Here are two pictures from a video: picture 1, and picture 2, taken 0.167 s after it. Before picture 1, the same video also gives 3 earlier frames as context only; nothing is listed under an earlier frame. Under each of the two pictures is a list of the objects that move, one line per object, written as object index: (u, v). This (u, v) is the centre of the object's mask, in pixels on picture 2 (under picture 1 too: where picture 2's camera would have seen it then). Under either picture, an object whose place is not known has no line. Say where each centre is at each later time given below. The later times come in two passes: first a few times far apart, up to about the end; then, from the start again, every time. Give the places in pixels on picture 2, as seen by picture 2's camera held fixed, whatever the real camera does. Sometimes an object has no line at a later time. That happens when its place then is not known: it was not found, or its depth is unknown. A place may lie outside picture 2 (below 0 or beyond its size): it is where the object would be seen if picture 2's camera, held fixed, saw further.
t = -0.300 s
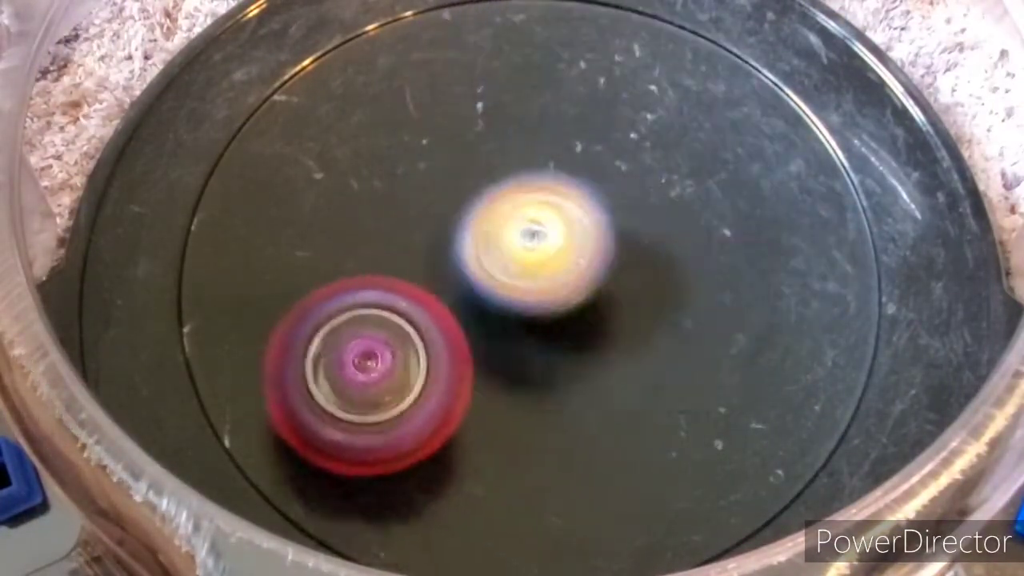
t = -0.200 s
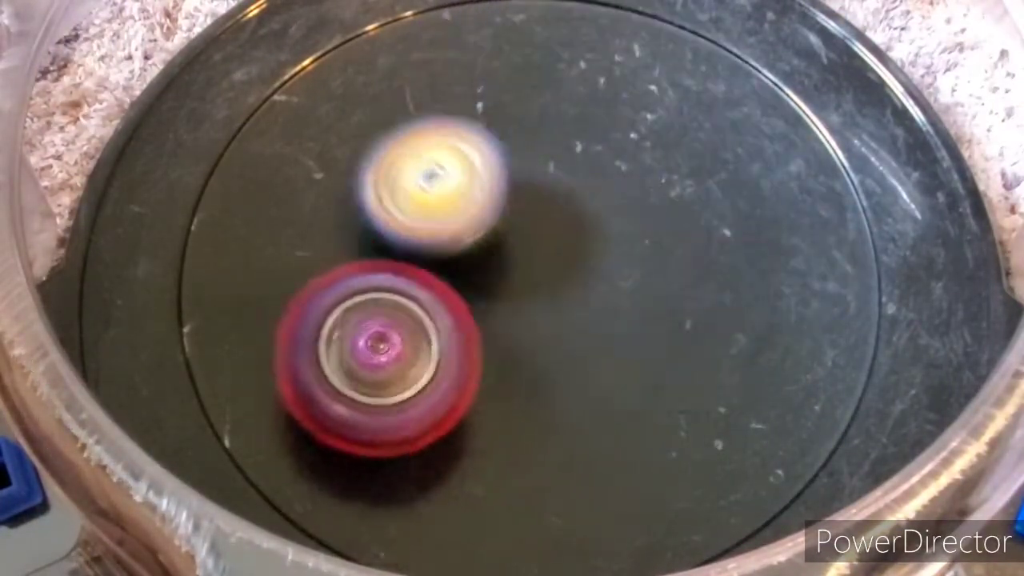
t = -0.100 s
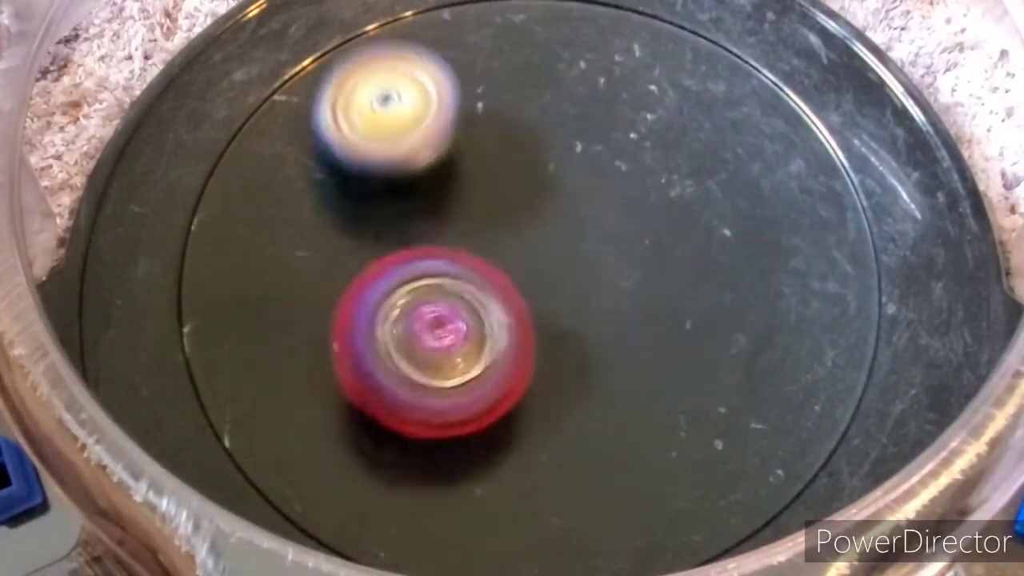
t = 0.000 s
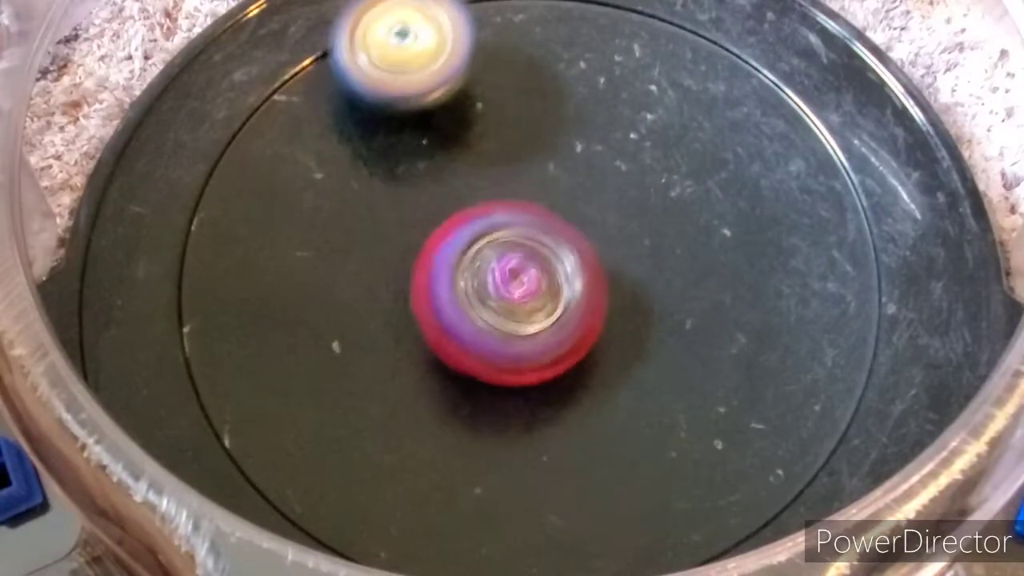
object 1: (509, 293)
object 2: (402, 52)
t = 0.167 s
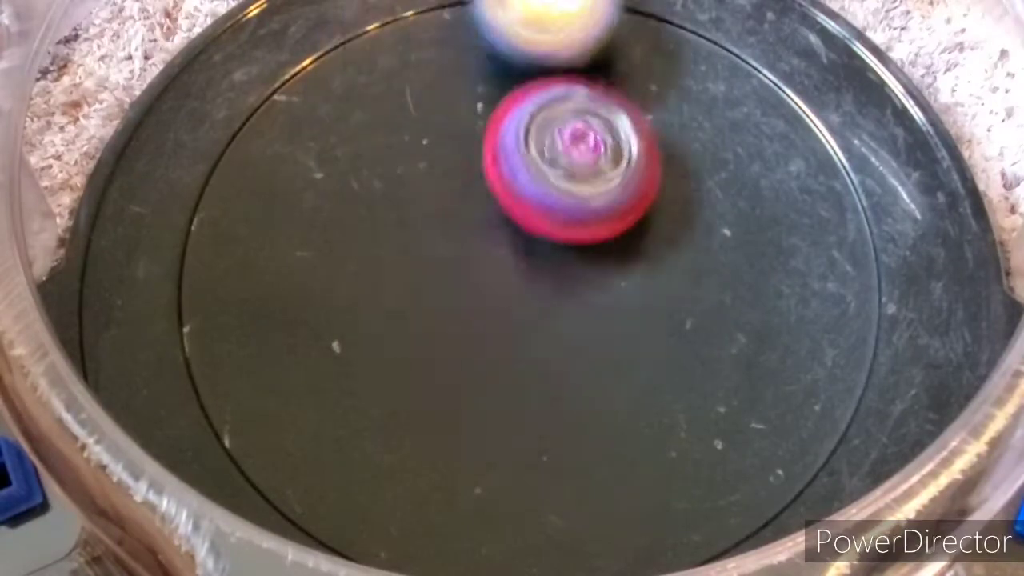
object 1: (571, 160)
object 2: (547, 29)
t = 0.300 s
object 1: (563, 228)
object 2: (687, 16)
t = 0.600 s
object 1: (418, 338)
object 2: (598, 369)
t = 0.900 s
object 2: (485, 461)
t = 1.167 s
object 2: (397, 510)
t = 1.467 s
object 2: (521, 414)
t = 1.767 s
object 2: (381, 404)
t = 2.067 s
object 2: (545, 113)
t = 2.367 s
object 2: (812, 272)
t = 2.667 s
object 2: (383, 428)
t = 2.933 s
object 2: (336, 108)
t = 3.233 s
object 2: (710, 70)
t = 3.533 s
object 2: (679, 433)
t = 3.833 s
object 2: (250, 312)
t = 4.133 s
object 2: (438, 39)
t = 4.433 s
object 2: (794, 174)
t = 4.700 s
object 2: (638, 484)
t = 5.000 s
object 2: (255, 282)
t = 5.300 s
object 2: (467, 31)
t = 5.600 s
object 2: (792, 168)
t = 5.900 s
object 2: (562, 485)
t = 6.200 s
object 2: (235, 250)
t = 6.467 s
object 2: (457, 41)
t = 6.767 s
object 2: (791, 158)
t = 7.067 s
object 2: (606, 472)
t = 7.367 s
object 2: (252, 268)
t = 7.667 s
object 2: (461, 37)
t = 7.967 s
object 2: (773, 175)
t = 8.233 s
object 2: (647, 463)
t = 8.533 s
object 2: (275, 314)
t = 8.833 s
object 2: (438, 46)
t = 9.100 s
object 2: (729, 98)
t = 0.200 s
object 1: (572, 155)
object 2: (585, 27)
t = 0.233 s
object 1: (573, 177)
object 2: (620, 17)
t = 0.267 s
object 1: (571, 203)
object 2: (656, 14)
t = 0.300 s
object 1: (563, 228)
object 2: (687, 16)
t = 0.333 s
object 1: (552, 252)
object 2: (714, 21)
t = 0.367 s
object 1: (537, 275)
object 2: (732, 32)
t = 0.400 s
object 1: (518, 295)
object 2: (746, 49)
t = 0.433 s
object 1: (497, 309)
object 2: (751, 80)
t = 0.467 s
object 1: (476, 318)
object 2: (745, 139)
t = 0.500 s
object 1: (457, 327)
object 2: (728, 198)
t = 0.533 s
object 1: (440, 333)
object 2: (697, 259)
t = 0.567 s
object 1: (428, 337)
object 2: (651, 318)
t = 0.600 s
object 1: (418, 338)
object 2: (598, 369)
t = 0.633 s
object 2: (599, 411)
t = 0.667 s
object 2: (616, 444)
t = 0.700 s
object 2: (624, 470)
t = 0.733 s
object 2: (621, 488)
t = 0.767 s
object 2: (608, 495)
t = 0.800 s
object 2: (587, 496)
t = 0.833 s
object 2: (559, 493)
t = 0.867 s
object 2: (524, 482)
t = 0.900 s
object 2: (485, 461)
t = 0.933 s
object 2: (445, 436)
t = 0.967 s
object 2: (403, 405)
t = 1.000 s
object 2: (362, 369)
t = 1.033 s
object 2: (345, 393)
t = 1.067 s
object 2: (346, 451)
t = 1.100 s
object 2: (355, 487)
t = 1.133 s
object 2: (373, 502)
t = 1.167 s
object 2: (397, 510)
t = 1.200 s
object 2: (424, 511)
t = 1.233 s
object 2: (451, 503)
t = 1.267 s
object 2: (473, 488)
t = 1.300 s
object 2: (493, 460)
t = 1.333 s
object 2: (509, 429)
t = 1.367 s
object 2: (523, 397)
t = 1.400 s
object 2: (534, 372)
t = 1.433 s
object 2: (528, 391)
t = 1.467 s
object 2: (521, 414)
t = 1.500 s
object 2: (513, 431)
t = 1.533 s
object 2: (504, 446)
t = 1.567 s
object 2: (491, 459)
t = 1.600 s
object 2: (474, 466)
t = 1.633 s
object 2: (455, 468)
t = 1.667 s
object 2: (433, 464)
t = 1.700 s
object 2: (412, 452)
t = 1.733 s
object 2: (393, 432)
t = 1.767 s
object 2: (381, 404)
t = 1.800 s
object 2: (377, 371)
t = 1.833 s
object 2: (382, 334)
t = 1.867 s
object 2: (397, 297)
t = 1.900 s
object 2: (416, 260)
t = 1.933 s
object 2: (435, 221)
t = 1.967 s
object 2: (455, 187)
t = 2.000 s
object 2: (480, 156)
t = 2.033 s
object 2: (512, 130)
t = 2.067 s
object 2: (545, 113)
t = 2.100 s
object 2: (581, 100)
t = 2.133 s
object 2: (621, 95)
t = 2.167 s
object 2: (661, 98)
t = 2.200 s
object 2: (698, 108)
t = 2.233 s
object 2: (737, 125)
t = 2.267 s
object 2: (771, 152)
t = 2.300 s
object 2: (796, 187)
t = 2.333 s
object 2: (811, 226)
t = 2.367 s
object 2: (812, 272)
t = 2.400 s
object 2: (793, 321)
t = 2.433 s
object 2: (759, 362)
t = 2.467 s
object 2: (709, 395)
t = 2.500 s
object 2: (658, 423)
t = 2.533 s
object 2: (607, 450)
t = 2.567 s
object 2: (551, 465)
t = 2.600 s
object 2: (492, 464)
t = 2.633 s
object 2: (437, 451)
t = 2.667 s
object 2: (383, 428)
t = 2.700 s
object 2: (341, 394)
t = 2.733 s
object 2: (306, 353)
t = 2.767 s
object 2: (284, 313)
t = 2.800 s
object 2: (277, 265)
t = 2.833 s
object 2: (276, 222)
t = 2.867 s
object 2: (290, 179)
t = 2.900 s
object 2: (309, 141)
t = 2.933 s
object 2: (336, 108)
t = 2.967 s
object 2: (370, 77)
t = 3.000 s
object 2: (406, 57)
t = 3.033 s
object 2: (450, 45)
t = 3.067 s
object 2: (490, 39)
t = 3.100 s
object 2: (538, 38)
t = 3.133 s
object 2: (584, 38)
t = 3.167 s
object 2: (627, 44)
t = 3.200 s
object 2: (671, 52)
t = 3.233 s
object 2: (710, 70)
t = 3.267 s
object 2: (743, 98)
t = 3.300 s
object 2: (773, 135)
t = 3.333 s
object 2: (792, 178)
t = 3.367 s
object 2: (800, 226)
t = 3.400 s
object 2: (799, 271)
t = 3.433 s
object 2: (787, 319)
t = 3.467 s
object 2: (762, 362)
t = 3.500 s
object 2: (724, 402)
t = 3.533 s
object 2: (679, 433)
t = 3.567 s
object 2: (626, 457)
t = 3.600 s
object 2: (568, 471)
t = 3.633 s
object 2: (509, 473)
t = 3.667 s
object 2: (449, 465)
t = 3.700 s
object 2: (394, 450)
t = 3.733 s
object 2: (345, 424)
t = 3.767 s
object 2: (300, 392)
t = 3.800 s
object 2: (270, 353)
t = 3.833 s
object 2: (250, 312)
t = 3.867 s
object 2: (238, 267)
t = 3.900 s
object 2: (236, 226)
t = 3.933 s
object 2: (246, 183)
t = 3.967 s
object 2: (263, 145)
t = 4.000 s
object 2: (285, 111)
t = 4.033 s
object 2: (319, 82)
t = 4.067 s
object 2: (356, 57)
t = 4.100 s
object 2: (395, 46)
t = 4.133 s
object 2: (438, 39)
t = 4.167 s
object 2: (486, 35)
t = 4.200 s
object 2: (532, 35)
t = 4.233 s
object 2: (580, 38)
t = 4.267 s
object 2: (622, 44)
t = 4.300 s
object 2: (663, 54)
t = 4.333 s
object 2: (704, 70)
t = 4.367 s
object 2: (737, 100)
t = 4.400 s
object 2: (770, 134)
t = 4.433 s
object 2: (794, 174)
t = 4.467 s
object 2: (810, 214)
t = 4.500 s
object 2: (817, 261)
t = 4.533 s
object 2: (816, 304)
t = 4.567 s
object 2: (800, 351)
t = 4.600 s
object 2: (776, 396)
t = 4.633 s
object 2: (740, 432)
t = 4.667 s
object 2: (692, 462)
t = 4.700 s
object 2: (638, 484)
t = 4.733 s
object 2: (580, 493)
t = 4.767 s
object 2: (520, 494)
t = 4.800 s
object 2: (461, 487)
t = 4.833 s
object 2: (408, 469)
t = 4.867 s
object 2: (359, 442)
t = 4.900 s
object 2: (317, 408)
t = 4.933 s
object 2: (287, 371)
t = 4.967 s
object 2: (265, 326)
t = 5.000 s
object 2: (255, 282)
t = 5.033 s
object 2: (252, 237)
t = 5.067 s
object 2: (258, 197)
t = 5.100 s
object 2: (272, 159)
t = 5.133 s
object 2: (293, 123)
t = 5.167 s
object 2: (320, 88)
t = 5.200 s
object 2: (352, 62)
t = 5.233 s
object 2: (387, 48)
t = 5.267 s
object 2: (427, 38)
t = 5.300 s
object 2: (467, 31)
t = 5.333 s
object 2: (510, 28)
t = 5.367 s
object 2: (552, 28)
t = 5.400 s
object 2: (595, 32)
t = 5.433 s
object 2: (640, 38)
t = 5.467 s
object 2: (678, 46)
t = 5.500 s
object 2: (716, 63)
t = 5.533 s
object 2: (747, 91)
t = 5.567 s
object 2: (773, 128)
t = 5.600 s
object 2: (792, 168)
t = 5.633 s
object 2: (804, 213)
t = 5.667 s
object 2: (804, 257)
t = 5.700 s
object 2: (795, 305)
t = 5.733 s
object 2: (779, 347)
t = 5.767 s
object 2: (752, 386)
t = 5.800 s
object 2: (713, 422)
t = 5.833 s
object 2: (666, 451)
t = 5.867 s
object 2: (617, 471)
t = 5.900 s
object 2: (562, 485)
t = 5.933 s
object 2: (505, 488)
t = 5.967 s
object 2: (446, 481)
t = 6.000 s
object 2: (393, 466)
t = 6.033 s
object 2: (346, 444)
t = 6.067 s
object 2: (303, 412)
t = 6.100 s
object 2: (272, 375)
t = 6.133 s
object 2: (252, 334)
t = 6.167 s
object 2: (240, 291)
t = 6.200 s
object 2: (235, 250)
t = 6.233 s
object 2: (242, 210)
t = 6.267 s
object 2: (256, 172)
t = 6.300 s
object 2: (278, 138)
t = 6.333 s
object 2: (308, 103)
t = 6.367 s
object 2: (339, 76)
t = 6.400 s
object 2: (375, 58)
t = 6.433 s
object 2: (412, 47)
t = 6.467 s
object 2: (457, 41)
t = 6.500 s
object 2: (501, 37)
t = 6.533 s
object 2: (545, 37)
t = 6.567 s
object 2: (587, 39)
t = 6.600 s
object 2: (629, 44)
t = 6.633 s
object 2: (669, 52)
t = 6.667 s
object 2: (706, 68)
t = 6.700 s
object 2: (740, 92)
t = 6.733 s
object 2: (769, 124)
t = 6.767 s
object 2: (791, 158)
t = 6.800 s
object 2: (809, 199)
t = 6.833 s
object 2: (816, 242)
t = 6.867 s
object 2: (816, 282)
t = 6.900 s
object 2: (803, 326)
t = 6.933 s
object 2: (778, 370)
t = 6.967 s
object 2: (747, 404)
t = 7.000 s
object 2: (708, 435)
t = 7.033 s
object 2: (658, 458)
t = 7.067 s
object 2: (606, 472)
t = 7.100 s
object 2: (550, 478)
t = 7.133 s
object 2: (494, 474)
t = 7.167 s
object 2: (439, 462)
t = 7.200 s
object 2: (391, 442)
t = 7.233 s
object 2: (347, 417)
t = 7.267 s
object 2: (309, 384)
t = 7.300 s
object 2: (278, 347)
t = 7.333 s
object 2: (262, 308)
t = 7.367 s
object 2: (252, 268)
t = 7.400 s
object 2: (252, 226)
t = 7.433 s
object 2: (259, 189)
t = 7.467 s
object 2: (271, 153)
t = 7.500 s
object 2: (290, 118)
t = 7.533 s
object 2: (315, 89)
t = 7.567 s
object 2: (347, 64)
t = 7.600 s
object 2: (382, 51)
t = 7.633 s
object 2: (419, 42)
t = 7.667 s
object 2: (461, 37)
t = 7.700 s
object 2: (502, 35)
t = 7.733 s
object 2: (544, 35)
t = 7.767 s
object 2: (587, 38)
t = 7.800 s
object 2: (628, 46)
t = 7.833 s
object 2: (663, 57)
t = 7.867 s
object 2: (698, 77)
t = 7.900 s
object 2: (727, 104)
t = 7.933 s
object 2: (754, 138)
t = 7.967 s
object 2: (773, 175)
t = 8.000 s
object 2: (788, 213)
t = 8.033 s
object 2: (794, 253)
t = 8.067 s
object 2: (792, 294)
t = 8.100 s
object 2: (781, 335)
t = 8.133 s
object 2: (761, 377)
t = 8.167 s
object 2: (728, 413)
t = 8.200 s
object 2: (691, 440)
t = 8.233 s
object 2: (647, 463)
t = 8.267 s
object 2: (596, 479)
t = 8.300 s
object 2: (543, 485)
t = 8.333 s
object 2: (491, 484)
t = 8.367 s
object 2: (438, 472)
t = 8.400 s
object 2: (389, 450)
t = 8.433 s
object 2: (350, 424)
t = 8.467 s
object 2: (314, 393)
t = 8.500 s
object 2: (288, 355)
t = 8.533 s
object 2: (275, 314)
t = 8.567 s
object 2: (266, 275)
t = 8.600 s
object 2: (267, 236)
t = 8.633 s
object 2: (276, 199)
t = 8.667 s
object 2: (291, 164)
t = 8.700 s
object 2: (312, 131)
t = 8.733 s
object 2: (338, 100)
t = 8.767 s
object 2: (368, 75)
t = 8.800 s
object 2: (400, 56)
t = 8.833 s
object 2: (438, 46)
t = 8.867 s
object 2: (476, 40)
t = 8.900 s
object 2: (514, 37)
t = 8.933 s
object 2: (554, 37)
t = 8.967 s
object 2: (594, 40)
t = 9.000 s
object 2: (631, 45)
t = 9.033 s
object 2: (667, 54)
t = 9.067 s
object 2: (700, 69)
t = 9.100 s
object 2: (729, 98)
